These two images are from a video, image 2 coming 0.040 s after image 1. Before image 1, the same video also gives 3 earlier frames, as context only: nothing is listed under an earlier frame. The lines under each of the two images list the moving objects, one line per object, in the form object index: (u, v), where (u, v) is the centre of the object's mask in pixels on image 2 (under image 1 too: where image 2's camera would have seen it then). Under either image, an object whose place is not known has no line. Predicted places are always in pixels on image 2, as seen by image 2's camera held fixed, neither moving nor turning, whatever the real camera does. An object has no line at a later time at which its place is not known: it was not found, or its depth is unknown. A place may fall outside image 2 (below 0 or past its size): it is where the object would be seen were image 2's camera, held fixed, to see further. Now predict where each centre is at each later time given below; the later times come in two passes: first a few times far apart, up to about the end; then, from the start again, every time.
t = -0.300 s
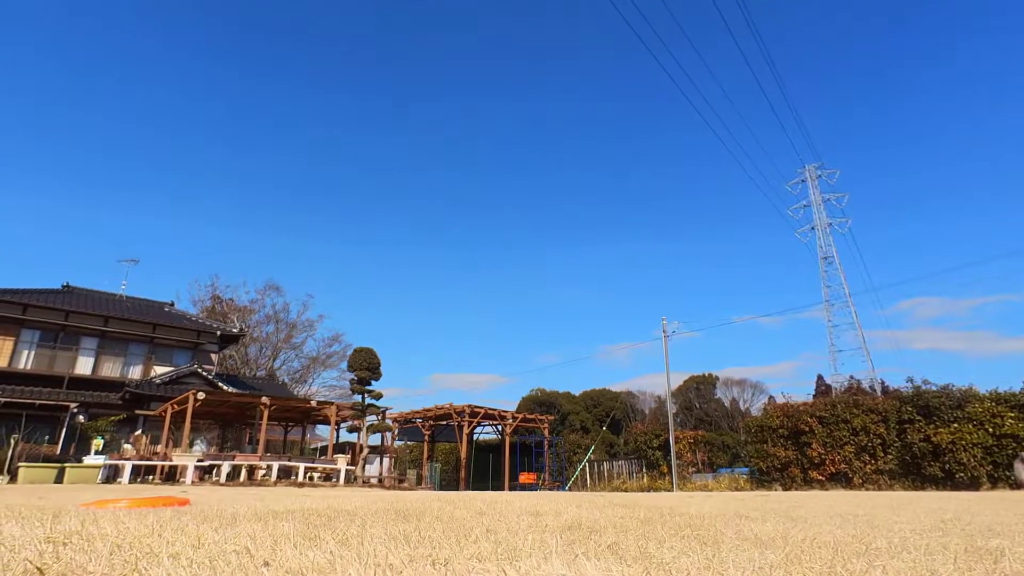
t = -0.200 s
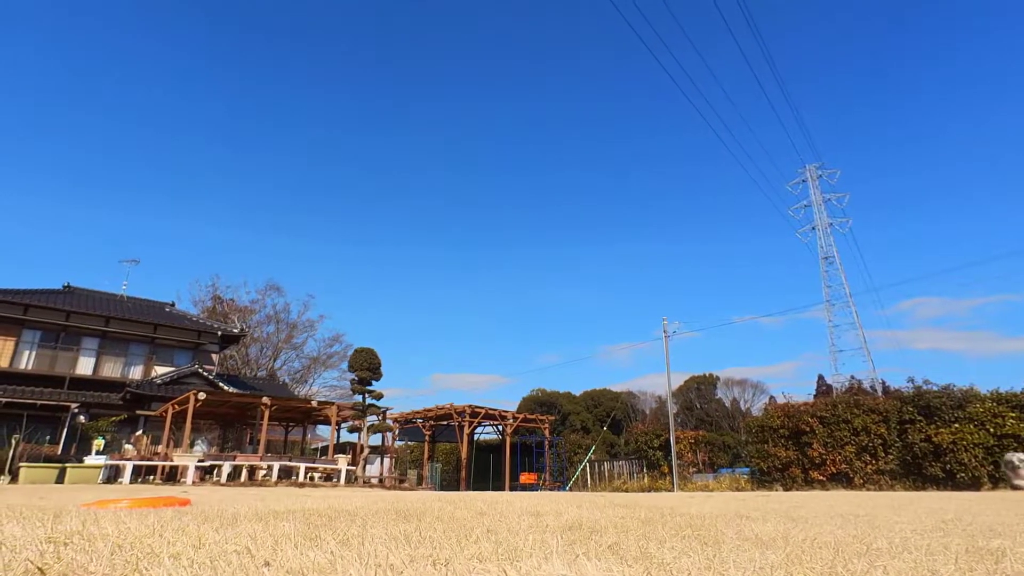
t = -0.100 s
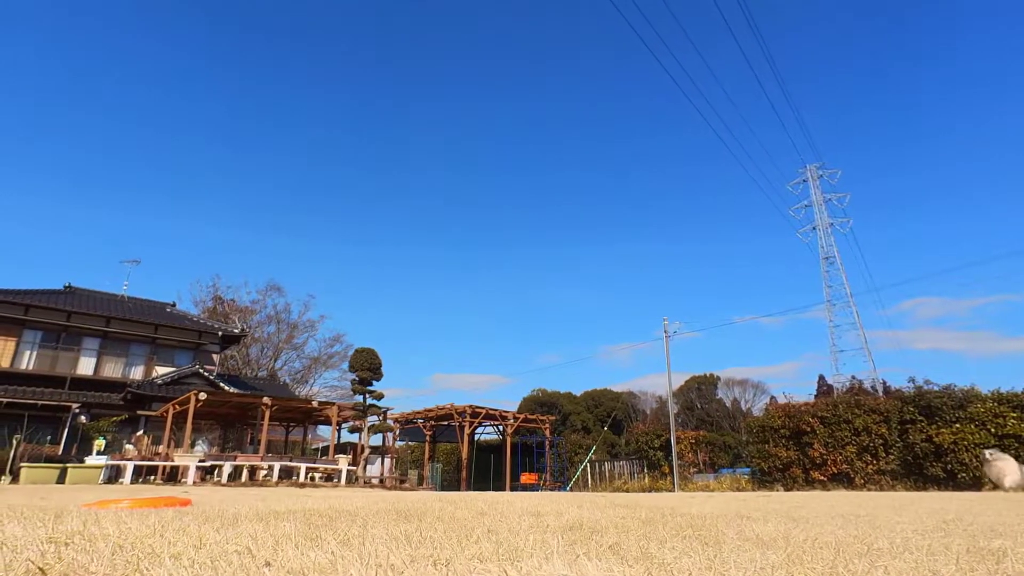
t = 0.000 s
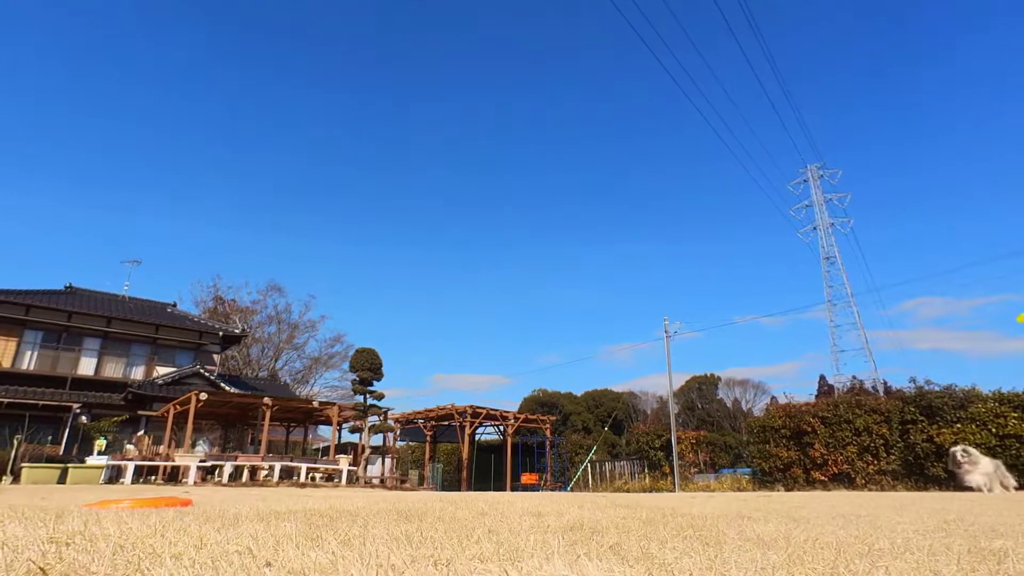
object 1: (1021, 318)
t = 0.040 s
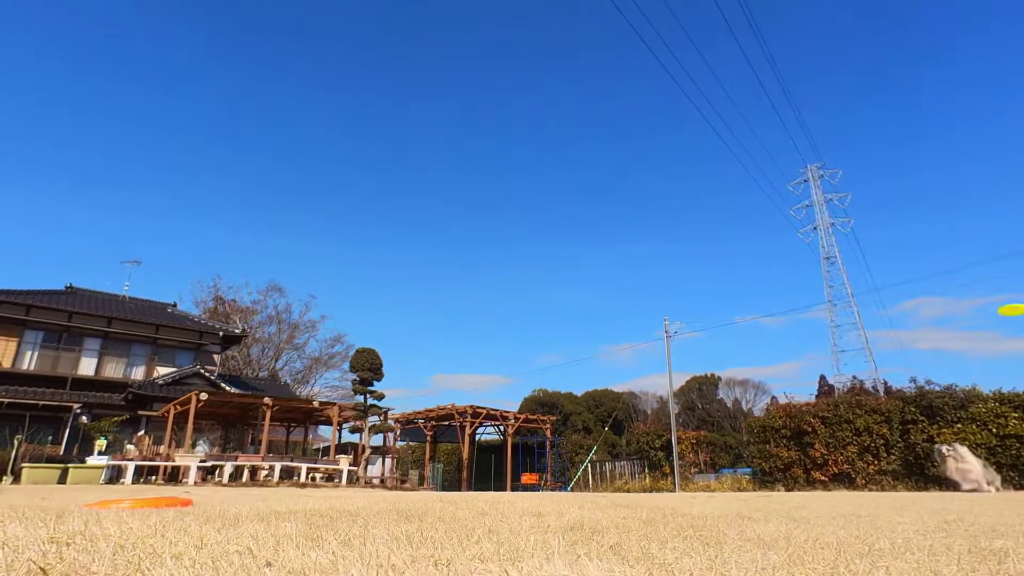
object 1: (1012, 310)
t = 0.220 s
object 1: (920, 279)
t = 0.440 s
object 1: (785, 250)
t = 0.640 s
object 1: (631, 233)
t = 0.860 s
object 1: (418, 208)
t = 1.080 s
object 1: (142, 175)
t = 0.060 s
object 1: (1004, 306)
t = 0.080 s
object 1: (994, 302)
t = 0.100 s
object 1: (984, 299)
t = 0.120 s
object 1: (973, 295)
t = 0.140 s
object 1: (963, 292)
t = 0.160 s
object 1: (953, 288)
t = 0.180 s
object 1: (942, 285)
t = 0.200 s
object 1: (931, 282)
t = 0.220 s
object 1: (920, 279)
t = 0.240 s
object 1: (909, 276)
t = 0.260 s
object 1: (898, 273)
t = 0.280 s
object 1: (886, 271)
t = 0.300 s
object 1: (874, 268)
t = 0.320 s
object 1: (862, 265)
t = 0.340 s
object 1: (850, 262)
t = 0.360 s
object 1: (837, 260)
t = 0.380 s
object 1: (825, 257)
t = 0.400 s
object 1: (811, 255)
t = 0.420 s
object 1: (798, 253)
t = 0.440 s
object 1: (785, 250)
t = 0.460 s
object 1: (770, 248)
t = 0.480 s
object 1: (756, 246)
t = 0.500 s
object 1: (742, 244)
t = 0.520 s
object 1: (727, 242)
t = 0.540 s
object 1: (712, 241)
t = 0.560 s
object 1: (697, 239)
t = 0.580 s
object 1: (681, 237)
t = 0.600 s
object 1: (664, 236)
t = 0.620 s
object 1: (648, 234)
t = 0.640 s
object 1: (631, 233)
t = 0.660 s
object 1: (614, 231)
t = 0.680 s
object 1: (596, 229)
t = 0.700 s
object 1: (578, 227)
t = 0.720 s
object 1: (560, 225)
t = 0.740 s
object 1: (541, 223)
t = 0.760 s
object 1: (521, 221)
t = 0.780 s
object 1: (502, 218)
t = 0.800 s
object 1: (481, 216)
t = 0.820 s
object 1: (461, 214)
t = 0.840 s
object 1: (439, 211)
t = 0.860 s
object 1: (418, 208)
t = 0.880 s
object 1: (396, 205)
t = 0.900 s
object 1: (373, 202)
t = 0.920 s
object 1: (350, 199)
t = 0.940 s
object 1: (326, 196)
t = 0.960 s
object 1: (302, 193)
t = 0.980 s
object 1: (277, 189)
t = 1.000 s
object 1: (252, 186)
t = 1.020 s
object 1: (225, 183)
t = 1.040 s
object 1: (198, 180)
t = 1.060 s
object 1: (170, 177)
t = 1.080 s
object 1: (142, 175)
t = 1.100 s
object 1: (112, 172)
